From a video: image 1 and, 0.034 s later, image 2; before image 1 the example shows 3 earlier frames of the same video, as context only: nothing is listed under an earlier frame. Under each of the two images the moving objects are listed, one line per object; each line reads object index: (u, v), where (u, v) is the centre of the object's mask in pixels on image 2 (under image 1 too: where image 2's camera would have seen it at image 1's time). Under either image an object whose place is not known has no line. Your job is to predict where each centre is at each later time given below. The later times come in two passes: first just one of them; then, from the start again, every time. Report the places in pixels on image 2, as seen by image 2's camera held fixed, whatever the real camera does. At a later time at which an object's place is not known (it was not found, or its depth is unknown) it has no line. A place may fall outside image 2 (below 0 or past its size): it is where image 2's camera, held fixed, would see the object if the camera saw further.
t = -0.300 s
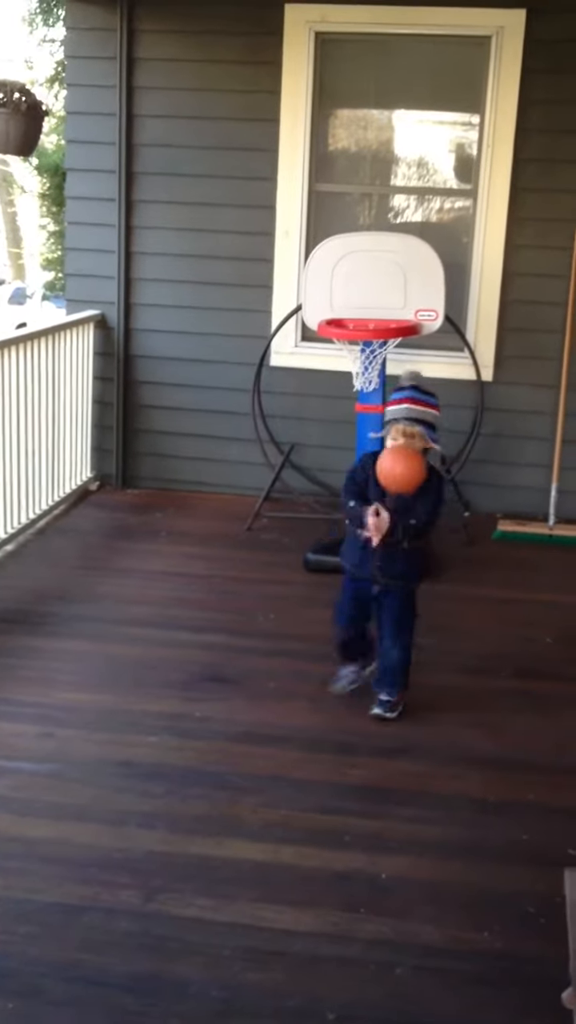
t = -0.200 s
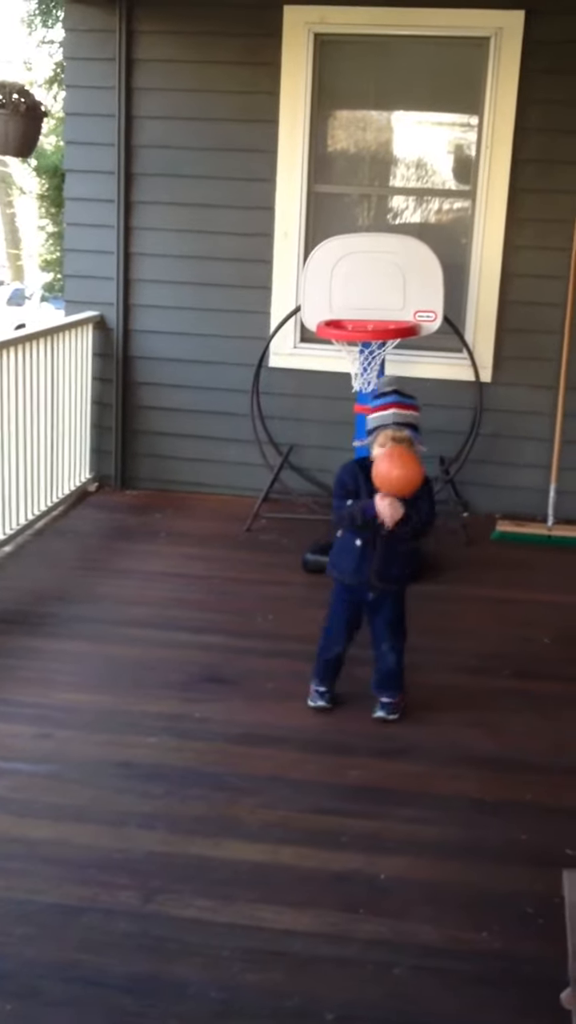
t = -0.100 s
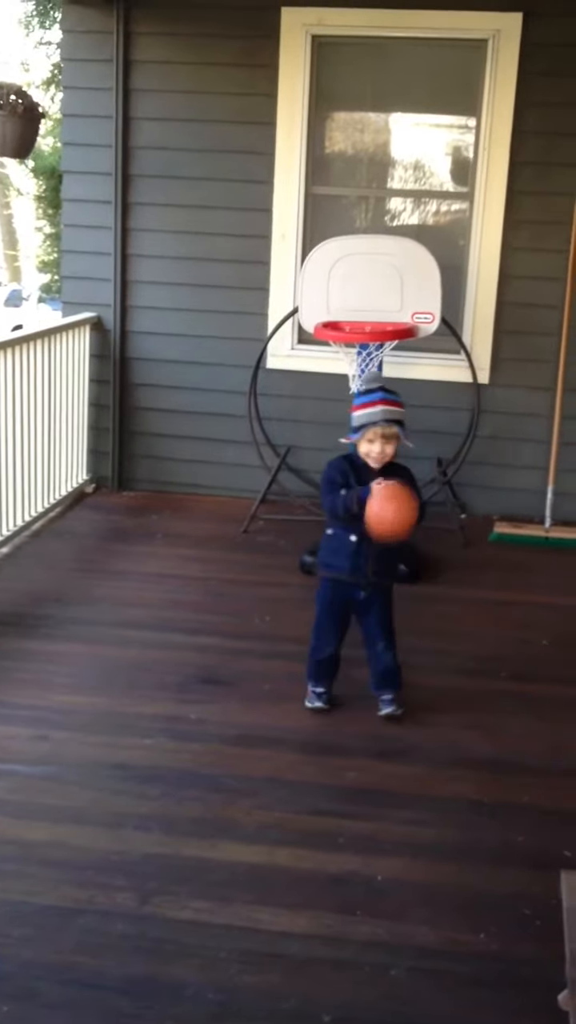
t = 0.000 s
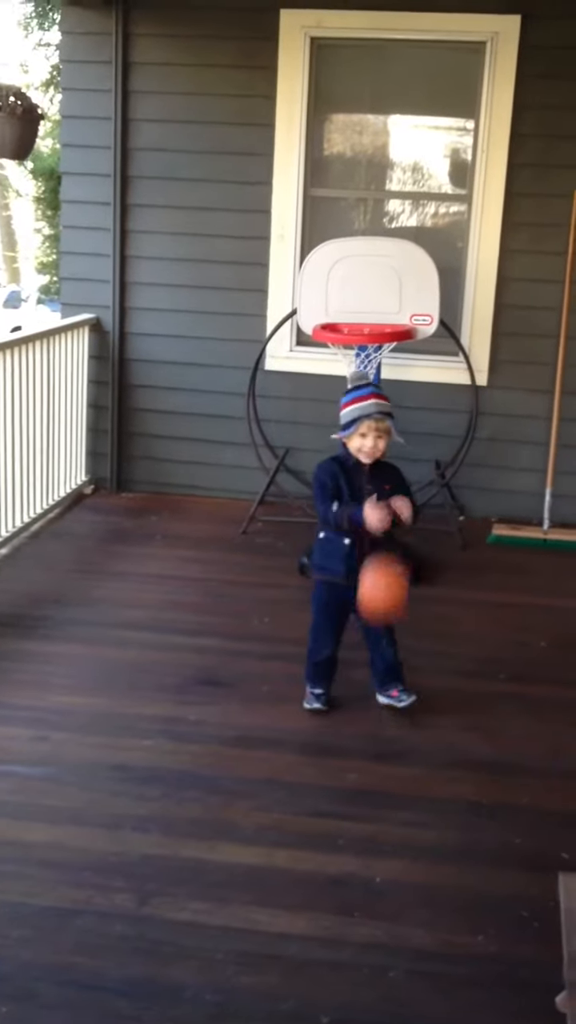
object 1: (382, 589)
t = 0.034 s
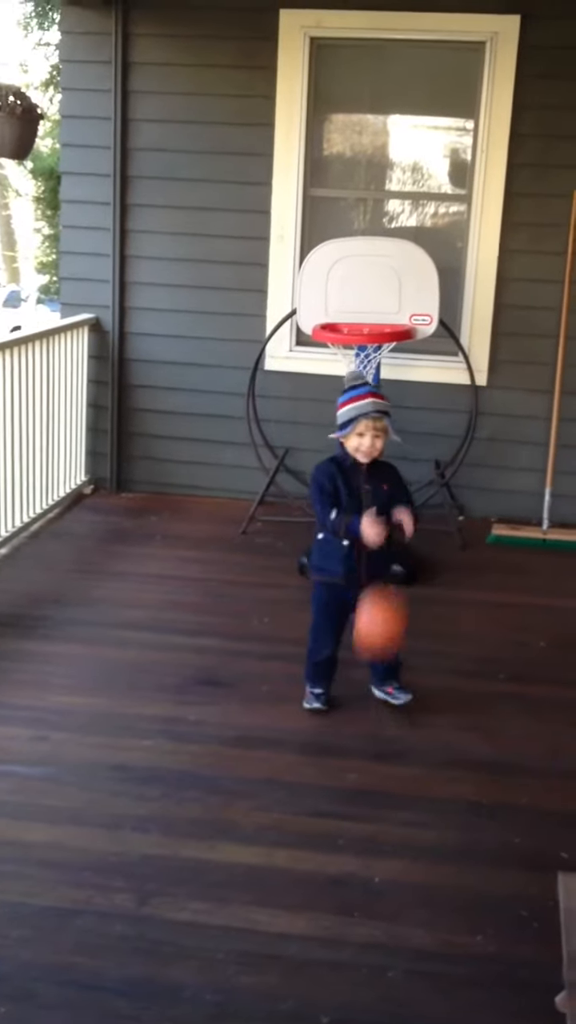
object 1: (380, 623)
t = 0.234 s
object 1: (370, 729)
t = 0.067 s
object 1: (375, 659)
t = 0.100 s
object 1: (372, 703)
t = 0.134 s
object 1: (368, 749)
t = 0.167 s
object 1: (366, 770)
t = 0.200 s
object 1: (368, 748)
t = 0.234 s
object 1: (370, 729)
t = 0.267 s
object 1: (371, 714)
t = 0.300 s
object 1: (372, 704)
